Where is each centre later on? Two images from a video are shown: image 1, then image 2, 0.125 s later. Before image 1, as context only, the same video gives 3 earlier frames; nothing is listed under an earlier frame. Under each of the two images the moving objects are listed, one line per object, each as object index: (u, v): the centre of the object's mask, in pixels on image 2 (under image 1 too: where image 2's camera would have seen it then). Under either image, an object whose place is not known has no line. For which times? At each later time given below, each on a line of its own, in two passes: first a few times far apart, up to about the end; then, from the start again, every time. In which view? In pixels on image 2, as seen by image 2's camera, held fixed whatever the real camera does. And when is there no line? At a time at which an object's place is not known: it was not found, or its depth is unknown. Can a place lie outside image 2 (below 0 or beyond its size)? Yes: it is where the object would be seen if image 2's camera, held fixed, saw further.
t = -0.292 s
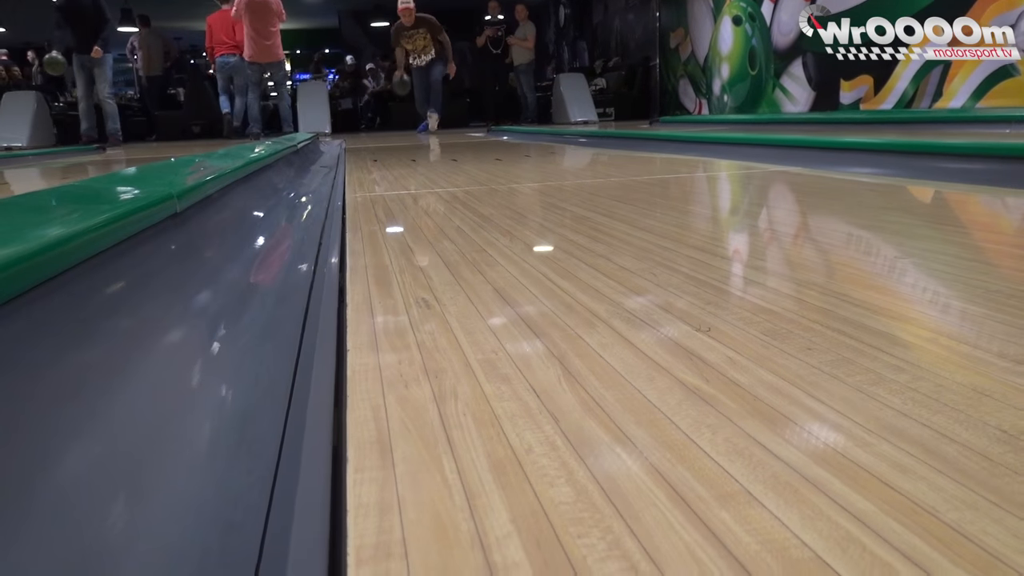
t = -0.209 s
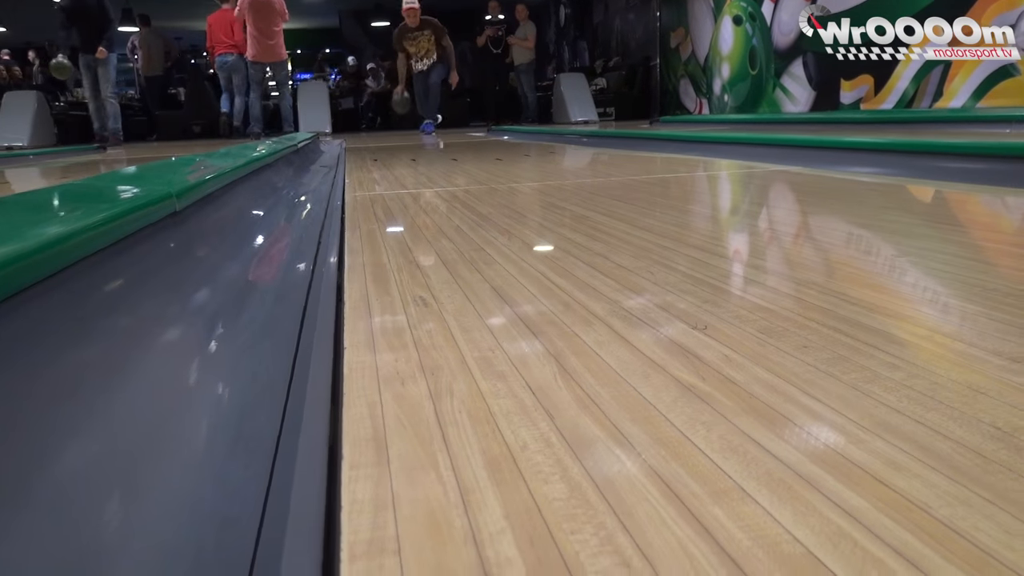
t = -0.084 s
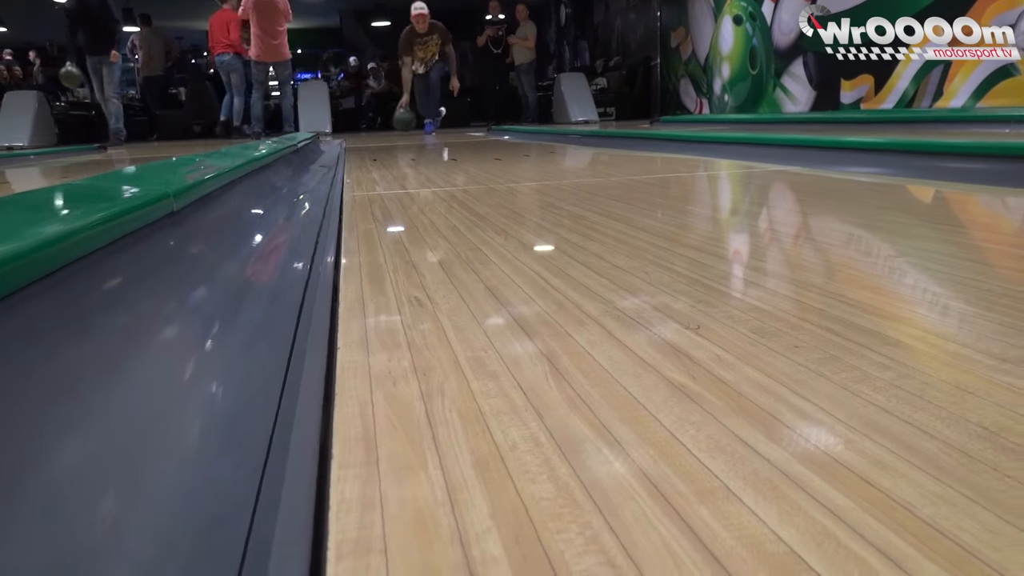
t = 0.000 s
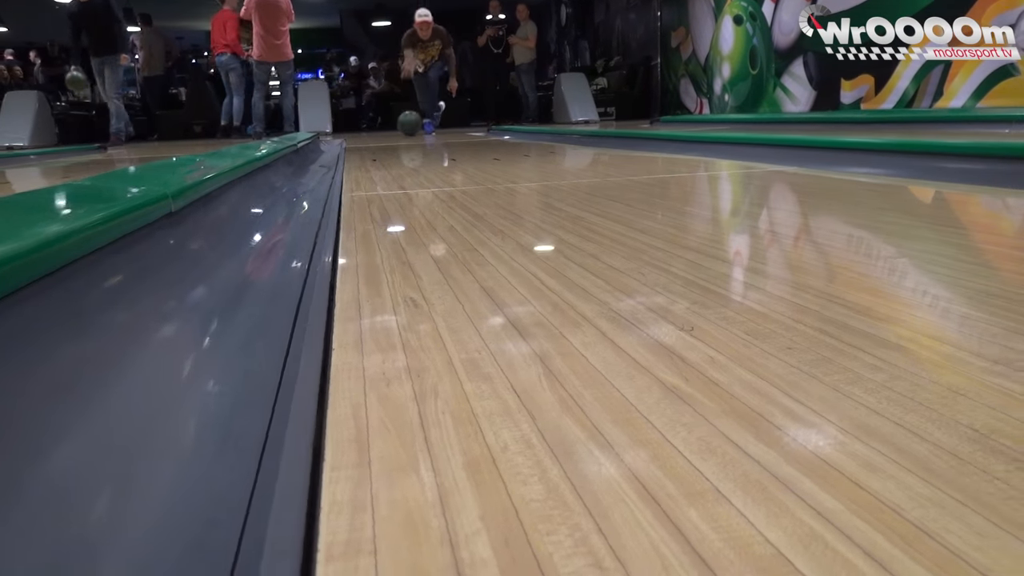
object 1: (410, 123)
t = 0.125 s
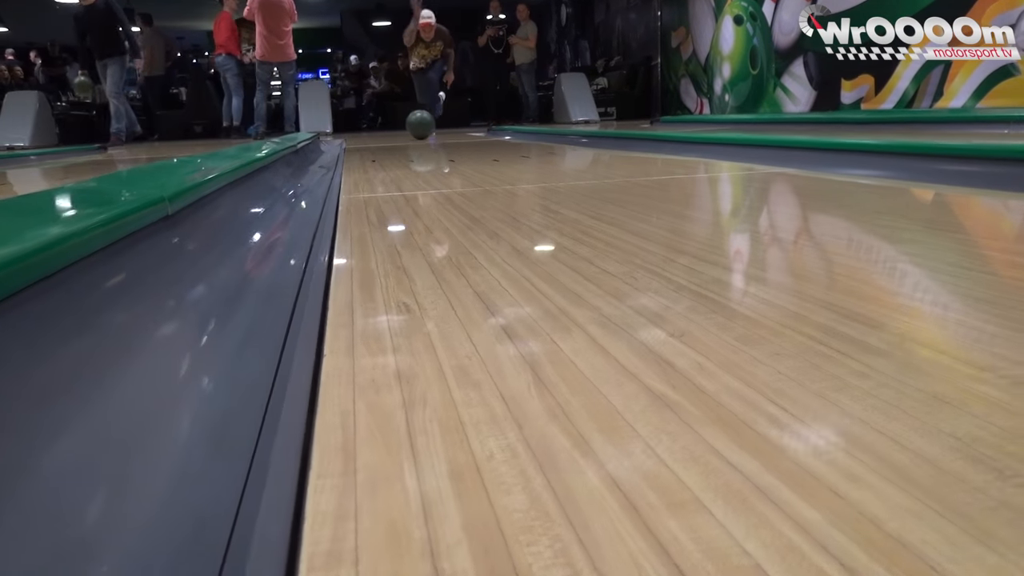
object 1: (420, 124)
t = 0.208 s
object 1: (429, 125)
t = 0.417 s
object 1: (463, 132)
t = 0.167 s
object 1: (424, 125)
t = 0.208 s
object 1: (429, 125)
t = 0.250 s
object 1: (433, 126)
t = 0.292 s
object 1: (439, 127)
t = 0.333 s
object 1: (445, 129)
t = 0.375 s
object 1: (454, 131)
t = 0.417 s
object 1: (463, 132)
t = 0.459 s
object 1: (473, 135)
